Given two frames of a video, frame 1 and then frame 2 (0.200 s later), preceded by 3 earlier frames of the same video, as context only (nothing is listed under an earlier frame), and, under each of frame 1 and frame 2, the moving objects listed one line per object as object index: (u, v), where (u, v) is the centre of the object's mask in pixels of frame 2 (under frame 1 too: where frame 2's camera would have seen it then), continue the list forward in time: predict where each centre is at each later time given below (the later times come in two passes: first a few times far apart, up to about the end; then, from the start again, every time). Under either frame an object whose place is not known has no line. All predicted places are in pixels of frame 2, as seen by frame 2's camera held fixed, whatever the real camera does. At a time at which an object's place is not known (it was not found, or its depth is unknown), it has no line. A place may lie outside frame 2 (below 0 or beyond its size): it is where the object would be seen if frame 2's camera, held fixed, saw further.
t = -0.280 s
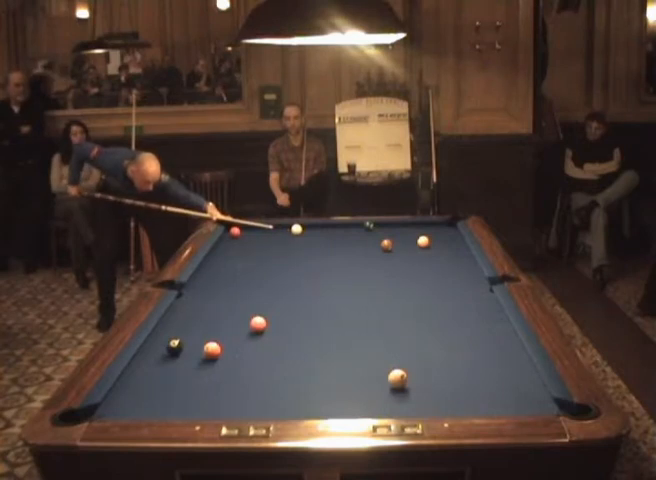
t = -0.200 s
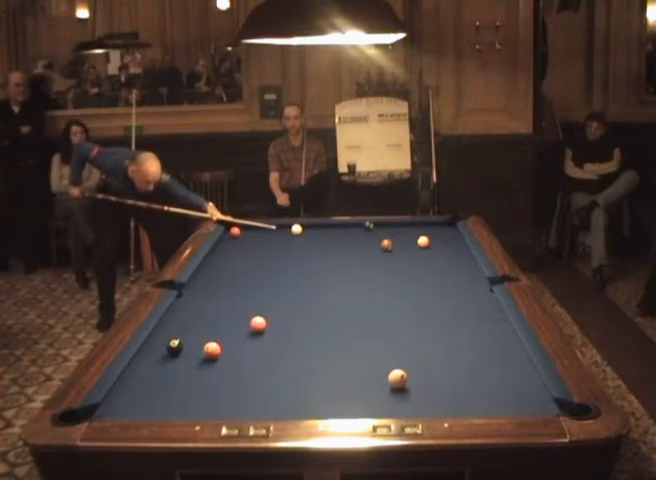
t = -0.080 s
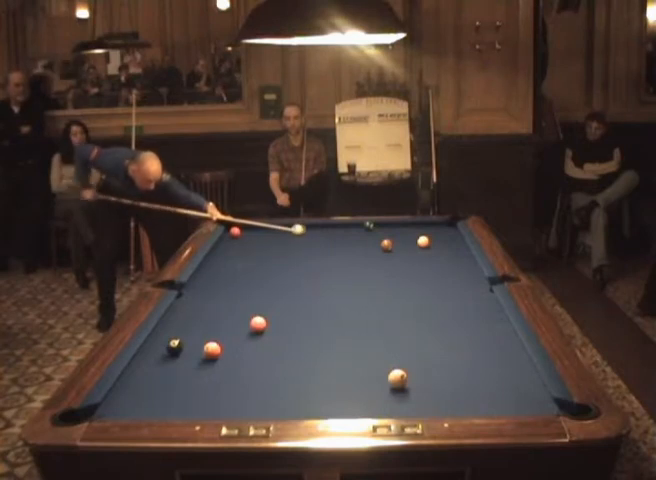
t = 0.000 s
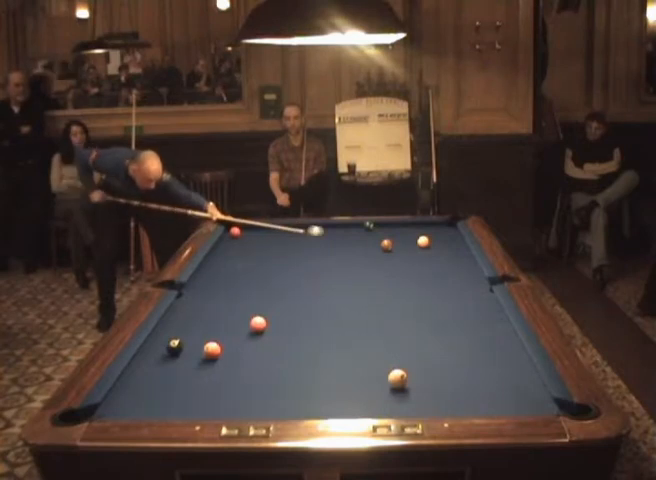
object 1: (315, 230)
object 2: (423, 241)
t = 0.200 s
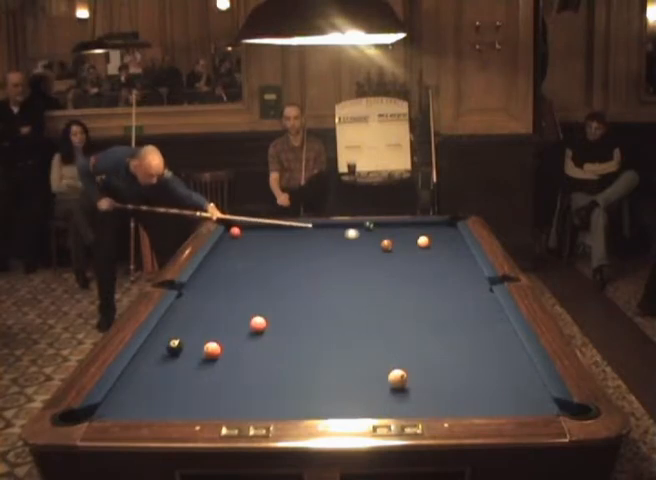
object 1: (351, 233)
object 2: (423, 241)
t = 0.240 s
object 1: (357, 234)
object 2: (423, 241)
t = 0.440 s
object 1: (389, 236)
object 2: (423, 241)
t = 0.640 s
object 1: (417, 238)
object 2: (426, 242)
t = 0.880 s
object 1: (436, 236)
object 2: (439, 246)
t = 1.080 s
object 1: (451, 235)
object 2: (449, 249)
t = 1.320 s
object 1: (449, 233)
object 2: (461, 253)
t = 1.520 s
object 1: (441, 232)
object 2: (466, 256)
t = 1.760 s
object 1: (432, 230)
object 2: (464, 259)
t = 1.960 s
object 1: (425, 229)
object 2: (461, 262)
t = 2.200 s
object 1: (418, 228)
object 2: (458, 264)
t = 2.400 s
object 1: (412, 226)
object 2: (456, 267)
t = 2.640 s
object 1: (406, 226)
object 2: (454, 269)
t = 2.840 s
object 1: (402, 225)
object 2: (453, 271)
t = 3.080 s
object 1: (398, 224)
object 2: (451, 273)
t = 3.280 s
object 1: (395, 223)
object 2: (450, 275)
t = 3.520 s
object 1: (392, 223)
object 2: (449, 277)
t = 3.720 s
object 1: (391, 223)
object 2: (448, 278)
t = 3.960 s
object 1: (390, 223)
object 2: (447, 279)
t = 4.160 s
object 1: (390, 223)
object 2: (447, 280)
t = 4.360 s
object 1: (390, 223)
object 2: (447, 281)
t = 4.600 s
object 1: (390, 223)
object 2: (446, 281)
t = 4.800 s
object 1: (390, 223)
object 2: (446, 282)
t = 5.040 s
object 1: (390, 223)
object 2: (446, 282)
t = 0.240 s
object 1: (357, 234)
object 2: (423, 241)
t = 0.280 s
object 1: (363, 234)
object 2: (423, 241)
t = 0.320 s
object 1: (370, 235)
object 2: (423, 241)
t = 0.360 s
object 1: (376, 235)
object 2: (423, 241)
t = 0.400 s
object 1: (382, 235)
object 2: (423, 241)
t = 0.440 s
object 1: (389, 236)
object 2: (423, 241)
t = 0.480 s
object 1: (396, 237)
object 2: (423, 241)
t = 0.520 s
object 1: (402, 238)
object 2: (423, 241)
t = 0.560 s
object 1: (408, 238)
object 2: (423, 241)
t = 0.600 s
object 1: (413, 239)
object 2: (423, 241)
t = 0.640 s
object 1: (417, 238)
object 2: (426, 242)
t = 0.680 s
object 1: (419, 238)
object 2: (429, 242)
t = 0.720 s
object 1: (423, 238)
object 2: (431, 243)
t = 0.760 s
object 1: (426, 237)
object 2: (433, 244)
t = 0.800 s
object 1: (430, 237)
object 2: (435, 245)
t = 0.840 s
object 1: (433, 237)
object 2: (437, 245)
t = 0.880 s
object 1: (436, 236)
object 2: (439, 246)
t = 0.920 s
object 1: (439, 236)
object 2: (441, 247)
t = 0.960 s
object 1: (442, 236)
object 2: (443, 247)
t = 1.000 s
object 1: (445, 236)
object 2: (445, 248)
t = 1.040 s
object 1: (448, 235)
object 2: (447, 249)
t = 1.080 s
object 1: (451, 235)
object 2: (449, 249)
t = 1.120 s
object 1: (454, 235)
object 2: (451, 250)
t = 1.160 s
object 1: (456, 234)
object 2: (453, 251)
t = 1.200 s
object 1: (454, 234)
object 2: (455, 251)
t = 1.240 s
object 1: (452, 234)
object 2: (457, 252)
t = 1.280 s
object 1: (451, 234)
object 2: (459, 252)
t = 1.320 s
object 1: (449, 233)
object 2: (461, 253)
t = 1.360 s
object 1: (447, 233)
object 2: (463, 254)
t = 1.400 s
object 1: (446, 233)
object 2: (465, 254)
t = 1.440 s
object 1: (444, 232)
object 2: (467, 255)
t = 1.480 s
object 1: (442, 232)
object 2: (467, 255)
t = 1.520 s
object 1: (441, 232)
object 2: (466, 256)
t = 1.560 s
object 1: (439, 232)
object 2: (466, 257)
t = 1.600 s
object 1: (438, 231)
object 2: (466, 257)
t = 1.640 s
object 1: (436, 231)
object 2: (465, 258)
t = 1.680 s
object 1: (435, 231)
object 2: (465, 258)
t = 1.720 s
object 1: (433, 230)
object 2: (464, 259)
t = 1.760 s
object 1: (432, 230)
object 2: (464, 259)
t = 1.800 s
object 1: (431, 230)
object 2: (463, 260)
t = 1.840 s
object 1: (429, 230)
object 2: (463, 260)
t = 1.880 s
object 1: (428, 229)
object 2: (462, 261)
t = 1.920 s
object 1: (426, 229)
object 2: (462, 261)
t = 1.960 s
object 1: (425, 229)
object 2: (461, 262)
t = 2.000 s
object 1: (424, 229)
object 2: (461, 262)
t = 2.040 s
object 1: (423, 228)
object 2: (460, 262)
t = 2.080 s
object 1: (422, 228)
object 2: (460, 263)
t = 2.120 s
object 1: (420, 228)
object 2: (459, 263)
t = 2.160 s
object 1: (419, 228)
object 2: (459, 264)
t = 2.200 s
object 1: (418, 228)
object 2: (458, 264)
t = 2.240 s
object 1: (416, 227)
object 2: (458, 265)
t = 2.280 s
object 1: (415, 227)
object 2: (457, 265)
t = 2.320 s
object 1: (414, 227)
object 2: (457, 266)
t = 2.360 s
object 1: (413, 227)
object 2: (457, 266)
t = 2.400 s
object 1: (412, 226)
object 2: (456, 267)
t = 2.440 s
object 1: (411, 226)
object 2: (456, 267)
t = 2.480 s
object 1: (410, 226)
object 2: (456, 267)
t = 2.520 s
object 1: (409, 226)
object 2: (455, 268)
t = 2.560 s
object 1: (408, 226)
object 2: (455, 268)
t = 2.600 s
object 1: (407, 226)
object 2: (455, 269)
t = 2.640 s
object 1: (406, 226)
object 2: (454, 269)
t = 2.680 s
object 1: (406, 225)
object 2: (454, 270)
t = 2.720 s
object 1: (405, 225)
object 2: (453, 270)
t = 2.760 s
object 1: (404, 225)
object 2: (453, 270)
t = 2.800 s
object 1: (403, 225)
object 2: (453, 271)
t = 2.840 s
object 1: (402, 225)
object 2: (453, 271)
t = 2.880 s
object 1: (402, 224)
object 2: (452, 271)
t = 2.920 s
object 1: (401, 224)
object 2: (452, 272)
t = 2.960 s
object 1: (400, 224)
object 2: (452, 272)
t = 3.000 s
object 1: (399, 224)
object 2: (451, 273)
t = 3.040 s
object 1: (399, 224)
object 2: (451, 273)
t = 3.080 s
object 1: (398, 224)
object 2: (451, 273)
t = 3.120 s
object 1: (397, 223)
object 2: (450, 273)
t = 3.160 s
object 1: (397, 223)
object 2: (450, 273)
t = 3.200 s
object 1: (396, 223)
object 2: (450, 274)
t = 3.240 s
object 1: (395, 223)
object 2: (450, 274)
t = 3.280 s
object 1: (395, 223)
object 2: (450, 275)
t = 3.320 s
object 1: (394, 223)
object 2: (449, 275)
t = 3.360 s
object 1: (394, 223)
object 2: (449, 275)
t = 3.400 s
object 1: (393, 223)
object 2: (449, 276)
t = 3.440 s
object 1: (393, 223)
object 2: (449, 276)
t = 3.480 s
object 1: (392, 223)
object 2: (449, 276)
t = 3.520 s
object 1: (392, 223)
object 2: (449, 277)
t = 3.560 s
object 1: (392, 223)
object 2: (449, 277)
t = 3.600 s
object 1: (392, 223)
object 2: (448, 277)
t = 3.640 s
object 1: (391, 223)
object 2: (448, 277)
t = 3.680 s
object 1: (391, 223)
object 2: (448, 278)
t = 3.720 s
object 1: (391, 223)
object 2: (448, 278)
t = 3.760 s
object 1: (391, 223)
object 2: (448, 278)
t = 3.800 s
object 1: (391, 223)
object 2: (448, 278)
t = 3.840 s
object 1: (390, 223)
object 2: (448, 279)
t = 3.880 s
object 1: (390, 223)
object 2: (448, 279)
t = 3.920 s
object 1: (390, 223)
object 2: (447, 279)
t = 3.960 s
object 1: (390, 223)
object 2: (447, 279)
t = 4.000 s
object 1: (390, 223)
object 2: (447, 279)
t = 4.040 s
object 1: (390, 223)
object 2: (447, 280)
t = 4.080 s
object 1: (390, 223)
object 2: (447, 280)
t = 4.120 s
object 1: (390, 223)
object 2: (447, 280)
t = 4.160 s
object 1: (390, 223)
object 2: (447, 280)
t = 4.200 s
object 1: (390, 223)
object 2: (447, 280)
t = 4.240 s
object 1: (390, 223)
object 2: (447, 281)
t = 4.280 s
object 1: (390, 223)
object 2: (447, 281)
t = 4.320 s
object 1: (390, 223)
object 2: (447, 281)
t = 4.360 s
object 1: (390, 223)
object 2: (447, 281)
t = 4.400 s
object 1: (390, 223)
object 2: (447, 281)
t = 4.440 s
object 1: (390, 223)
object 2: (447, 281)
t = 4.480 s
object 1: (390, 223)
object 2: (447, 281)
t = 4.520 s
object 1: (390, 223)
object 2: (447, 281)
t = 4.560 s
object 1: (390, 223)
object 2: (446, 281)
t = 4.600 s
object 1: (390, 223)
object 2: (446, 281)
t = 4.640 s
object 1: (390, 223)
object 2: (446, 281)
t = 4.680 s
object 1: (390, 223)
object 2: (446, 281)
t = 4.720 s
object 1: (390, 223)
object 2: (446, 282)
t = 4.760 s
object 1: (390, 223)
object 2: (446, 282)
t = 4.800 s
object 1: (390, 223)
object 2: (446, 282)
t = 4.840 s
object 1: (390, 223)
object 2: (446, 282)
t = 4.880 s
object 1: (390, 223)
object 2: (446, 282)
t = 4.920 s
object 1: (390, 223)
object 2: (446, 282)
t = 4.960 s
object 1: (390, 223)
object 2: (446, 282)
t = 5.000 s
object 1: (390, 223)
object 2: (446, 282)
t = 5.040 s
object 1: (390, 223)
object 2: (446, 282)
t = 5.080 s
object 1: (390, 223)
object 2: (446, 282)
